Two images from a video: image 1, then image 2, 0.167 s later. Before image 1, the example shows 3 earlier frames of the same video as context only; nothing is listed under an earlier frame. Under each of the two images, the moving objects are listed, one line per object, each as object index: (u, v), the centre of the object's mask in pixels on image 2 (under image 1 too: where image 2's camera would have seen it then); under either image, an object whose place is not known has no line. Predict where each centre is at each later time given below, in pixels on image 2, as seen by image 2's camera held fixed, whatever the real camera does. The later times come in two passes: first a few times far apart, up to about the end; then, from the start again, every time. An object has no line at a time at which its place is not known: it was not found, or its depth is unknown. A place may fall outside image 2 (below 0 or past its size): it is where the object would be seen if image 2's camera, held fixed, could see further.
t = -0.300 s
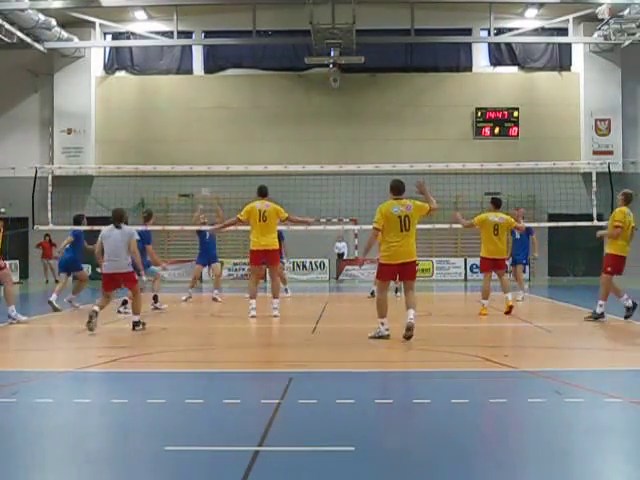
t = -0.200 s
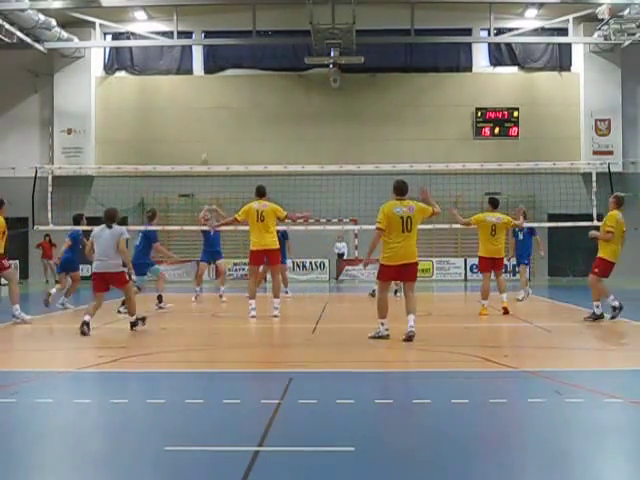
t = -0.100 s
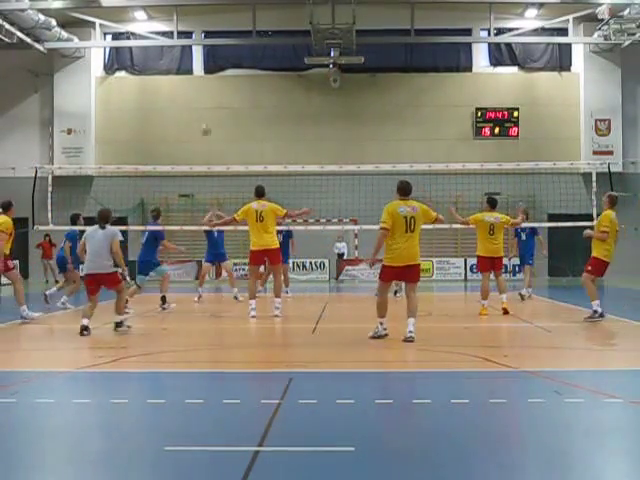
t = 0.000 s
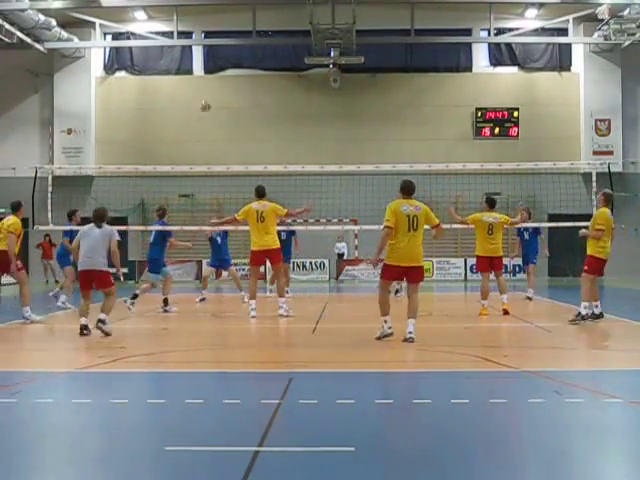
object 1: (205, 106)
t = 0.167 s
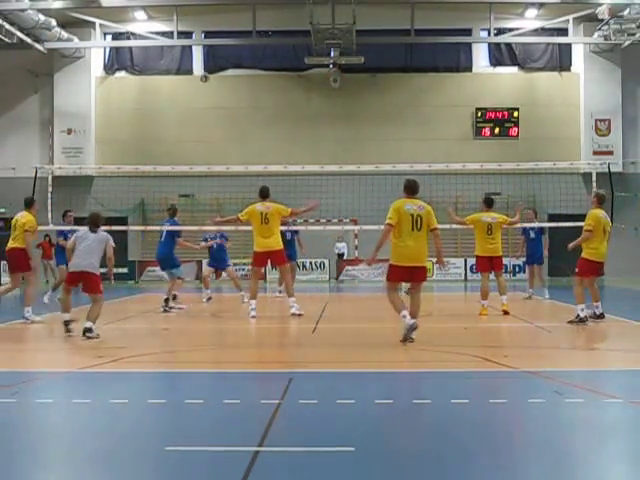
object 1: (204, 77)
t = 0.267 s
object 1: (204, 67)
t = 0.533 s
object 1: (202, 62)
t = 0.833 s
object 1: (199, 101)
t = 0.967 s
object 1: (198, 135)
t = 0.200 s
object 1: (205, 73)
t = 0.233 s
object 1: (205, 70)
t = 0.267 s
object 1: (204, 67)
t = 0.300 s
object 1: (204, 64)
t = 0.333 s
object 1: (204, 62)
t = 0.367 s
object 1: (203, 60)
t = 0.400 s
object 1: (203, 60)
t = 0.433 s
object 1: (203, 60)
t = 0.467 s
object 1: (203, 60)
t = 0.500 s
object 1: (203, 61)
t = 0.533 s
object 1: (202, 62)
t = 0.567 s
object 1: (202, 64)
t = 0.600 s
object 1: (202, 66)
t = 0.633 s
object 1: (202, 69)
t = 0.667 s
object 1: (202, 73)
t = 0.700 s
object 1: (201, 78)
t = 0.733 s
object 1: (201, 81)
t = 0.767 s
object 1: (200, 89)
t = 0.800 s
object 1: (200, 94)
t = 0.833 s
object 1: (199, 101)
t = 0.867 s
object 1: (199, 109)
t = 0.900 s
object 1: (198, 117)
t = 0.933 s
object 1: (199, 126)
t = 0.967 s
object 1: (198, 135)
